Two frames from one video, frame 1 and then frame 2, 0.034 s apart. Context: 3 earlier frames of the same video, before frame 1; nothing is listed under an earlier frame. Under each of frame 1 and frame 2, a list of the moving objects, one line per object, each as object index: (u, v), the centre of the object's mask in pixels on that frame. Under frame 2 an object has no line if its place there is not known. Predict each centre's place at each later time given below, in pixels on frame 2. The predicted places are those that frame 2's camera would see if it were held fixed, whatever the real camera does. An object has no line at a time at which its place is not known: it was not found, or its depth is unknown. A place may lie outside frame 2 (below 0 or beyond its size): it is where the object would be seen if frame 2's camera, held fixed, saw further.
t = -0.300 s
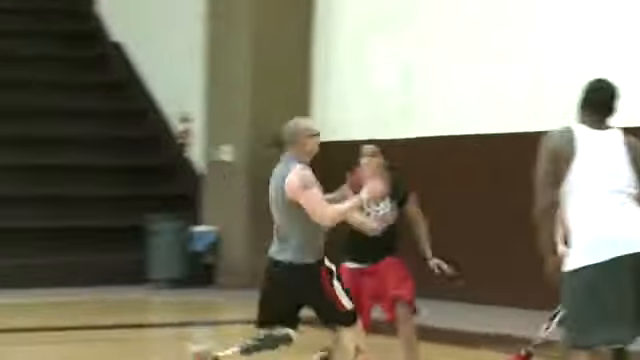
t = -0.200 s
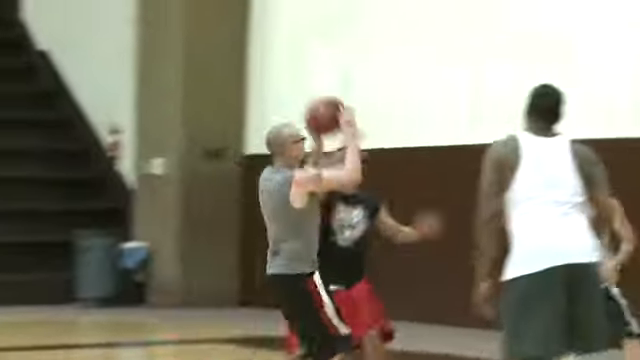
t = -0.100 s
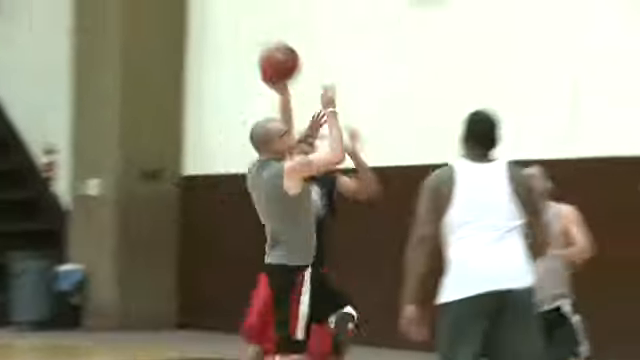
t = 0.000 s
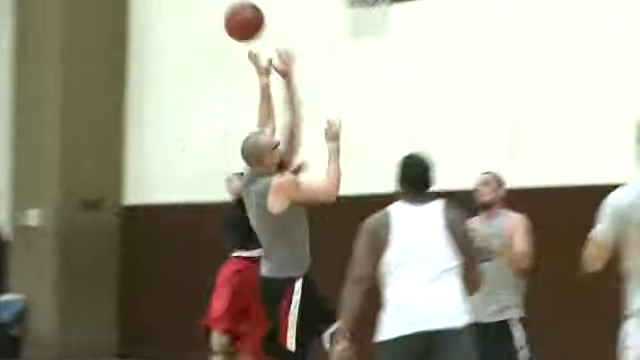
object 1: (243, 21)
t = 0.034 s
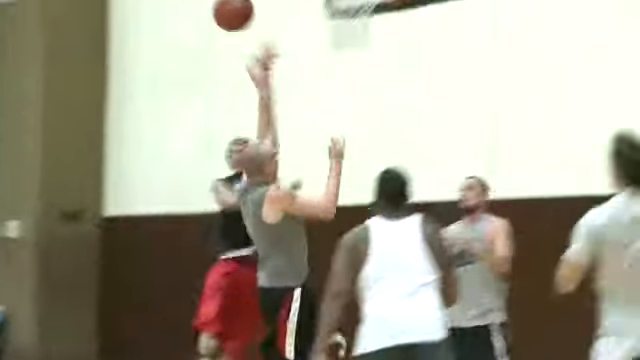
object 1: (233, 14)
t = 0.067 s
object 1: (242, -1)
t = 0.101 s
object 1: (251, -16)
